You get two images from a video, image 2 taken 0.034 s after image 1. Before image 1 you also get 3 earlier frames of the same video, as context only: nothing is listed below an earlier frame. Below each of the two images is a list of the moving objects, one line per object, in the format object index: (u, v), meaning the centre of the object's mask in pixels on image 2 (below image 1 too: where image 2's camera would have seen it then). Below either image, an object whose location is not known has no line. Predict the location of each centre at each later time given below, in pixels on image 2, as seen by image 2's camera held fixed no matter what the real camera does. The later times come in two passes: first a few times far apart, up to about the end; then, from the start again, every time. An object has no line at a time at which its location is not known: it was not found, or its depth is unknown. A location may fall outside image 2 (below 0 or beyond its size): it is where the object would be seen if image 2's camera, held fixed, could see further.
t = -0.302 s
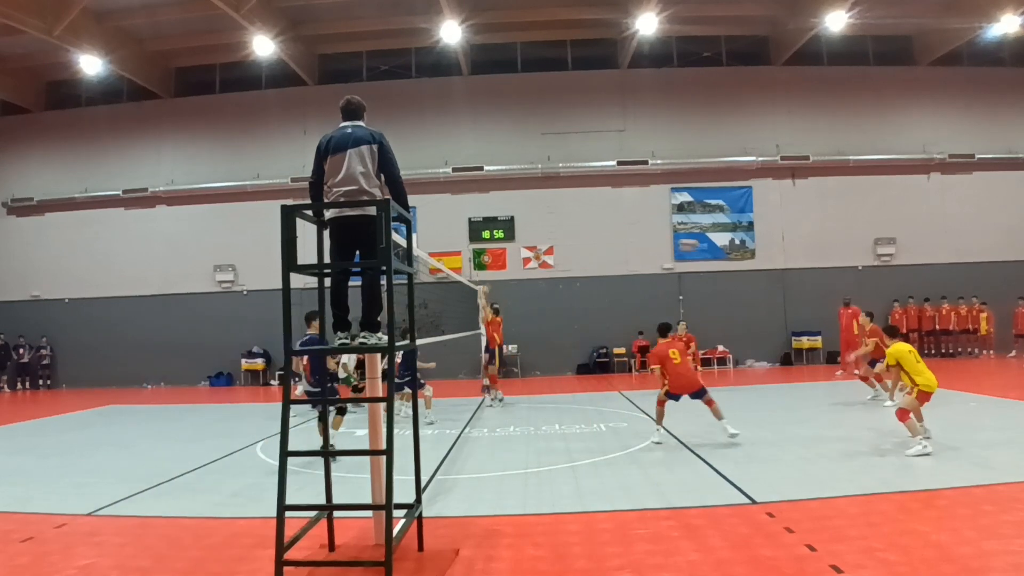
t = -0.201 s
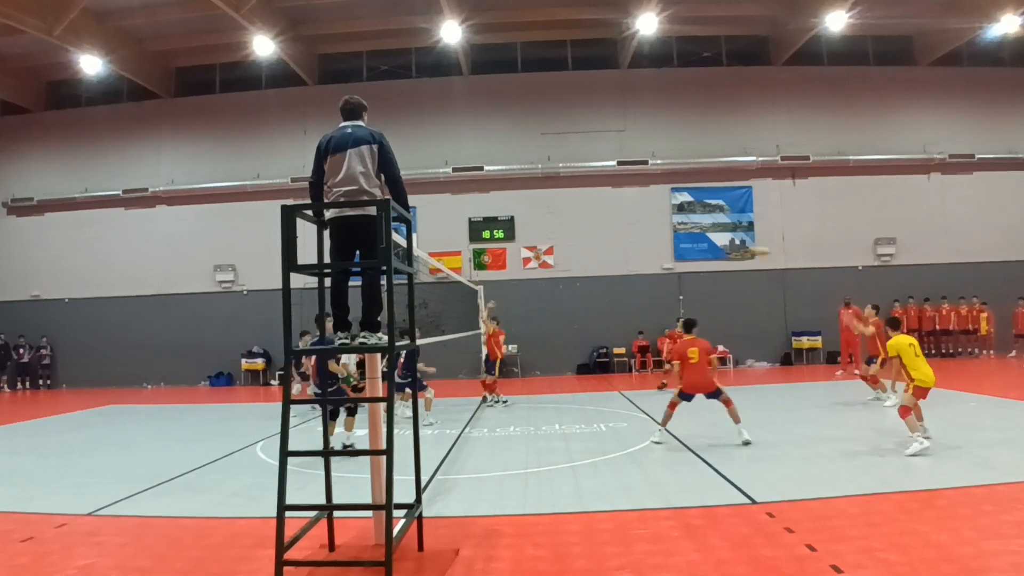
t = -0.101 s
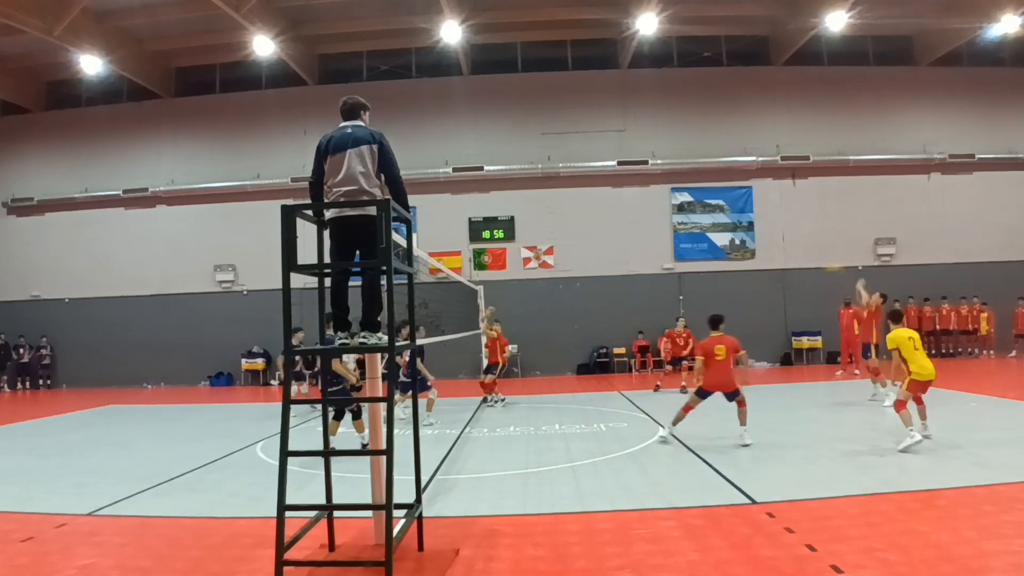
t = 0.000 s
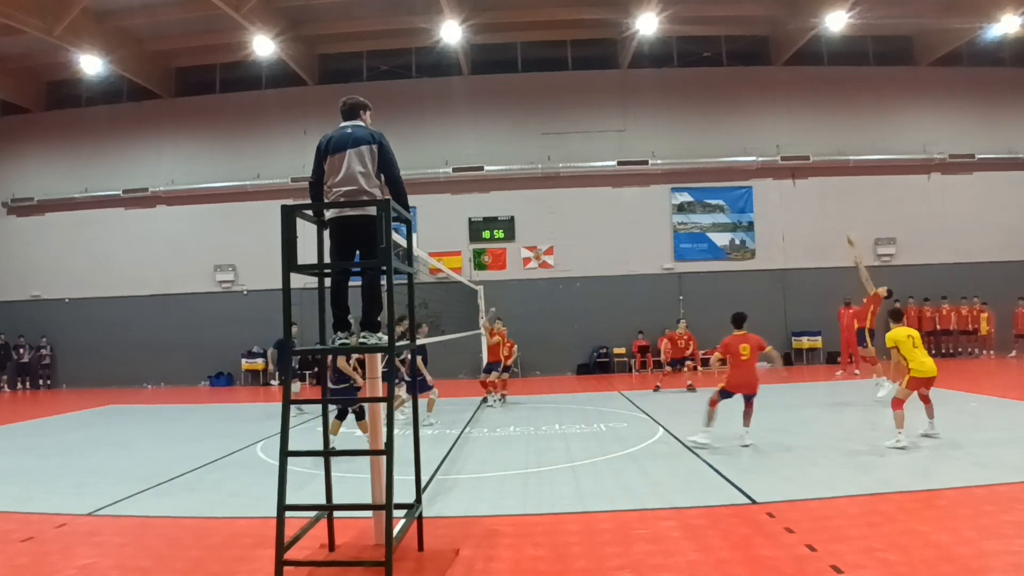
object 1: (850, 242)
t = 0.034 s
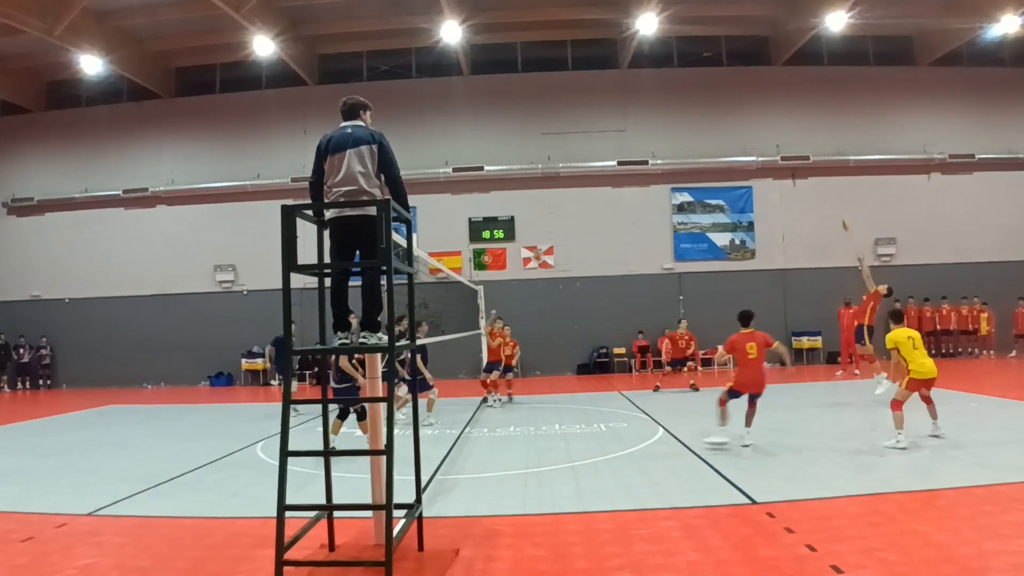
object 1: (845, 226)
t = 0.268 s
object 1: (816, 128)
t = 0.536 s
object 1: (787, 64)
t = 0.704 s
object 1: (772, 43)
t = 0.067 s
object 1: (840, 211)
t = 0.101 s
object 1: (837, 196)
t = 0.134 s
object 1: (832, 177)
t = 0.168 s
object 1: (829, 167)
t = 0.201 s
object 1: (824, 153)
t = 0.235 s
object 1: (820, 140)
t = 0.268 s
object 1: (816, 128)
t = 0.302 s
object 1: (813, 118)
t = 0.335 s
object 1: (809, 108)
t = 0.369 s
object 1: (805, 100)
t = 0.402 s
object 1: (801, 91)
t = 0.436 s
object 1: (798, 83)
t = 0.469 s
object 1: (794, 76)
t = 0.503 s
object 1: (791, 70)
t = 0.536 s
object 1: (787, 64)
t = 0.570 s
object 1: (784, 59)
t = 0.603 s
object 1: (781, 54)
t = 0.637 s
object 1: (778, 49)
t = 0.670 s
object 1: (775, 45)
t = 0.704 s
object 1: (772, 43)
